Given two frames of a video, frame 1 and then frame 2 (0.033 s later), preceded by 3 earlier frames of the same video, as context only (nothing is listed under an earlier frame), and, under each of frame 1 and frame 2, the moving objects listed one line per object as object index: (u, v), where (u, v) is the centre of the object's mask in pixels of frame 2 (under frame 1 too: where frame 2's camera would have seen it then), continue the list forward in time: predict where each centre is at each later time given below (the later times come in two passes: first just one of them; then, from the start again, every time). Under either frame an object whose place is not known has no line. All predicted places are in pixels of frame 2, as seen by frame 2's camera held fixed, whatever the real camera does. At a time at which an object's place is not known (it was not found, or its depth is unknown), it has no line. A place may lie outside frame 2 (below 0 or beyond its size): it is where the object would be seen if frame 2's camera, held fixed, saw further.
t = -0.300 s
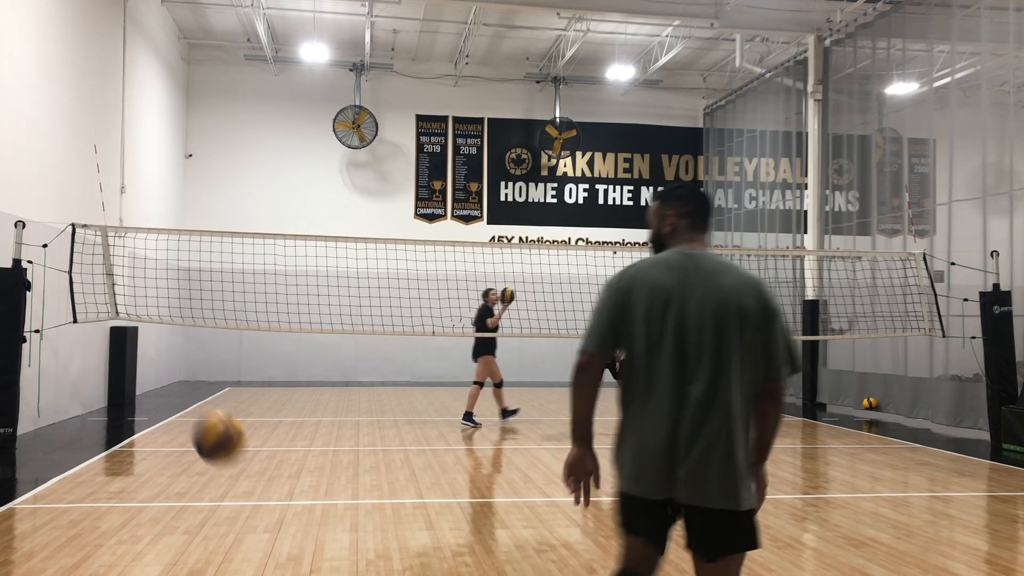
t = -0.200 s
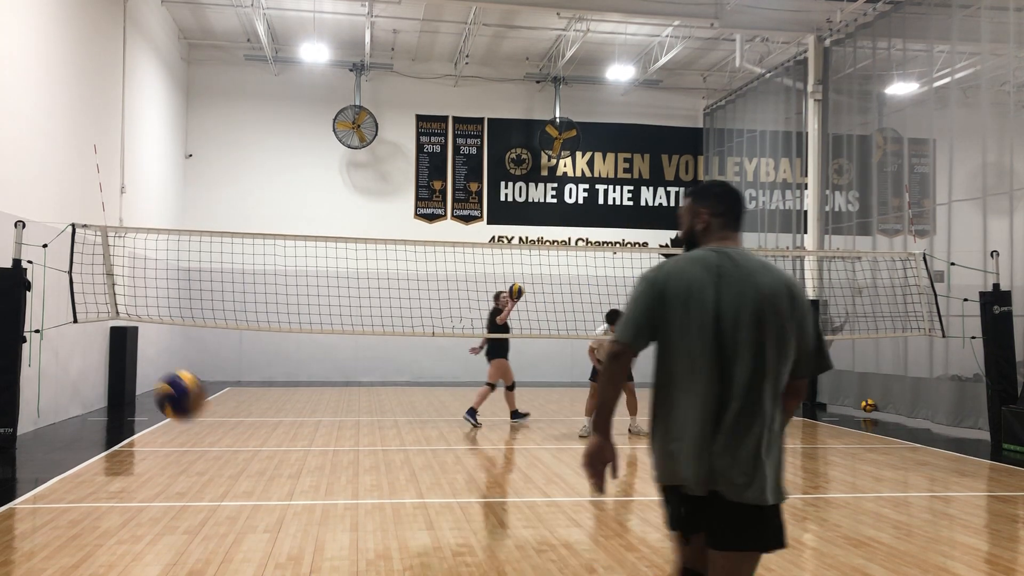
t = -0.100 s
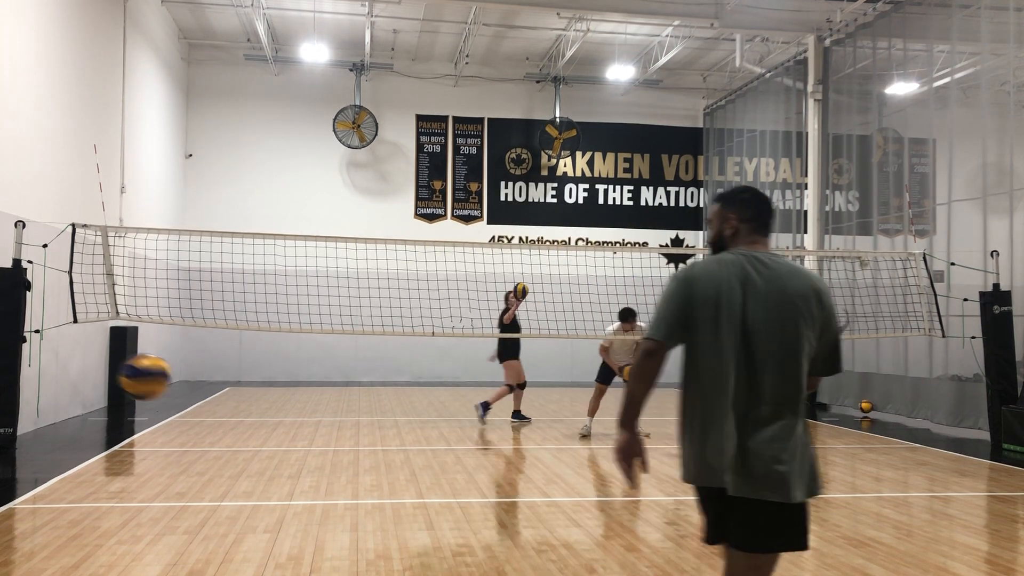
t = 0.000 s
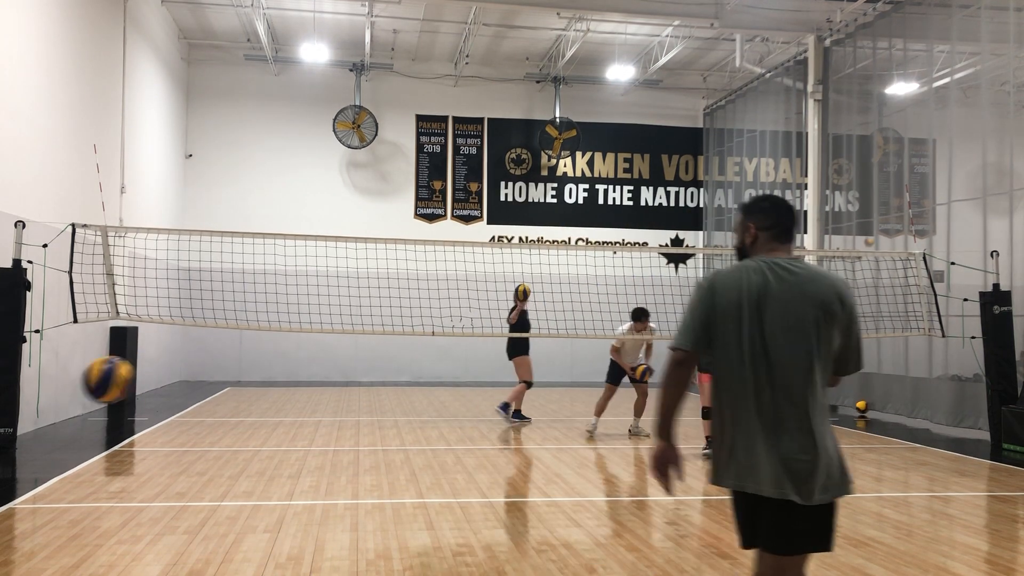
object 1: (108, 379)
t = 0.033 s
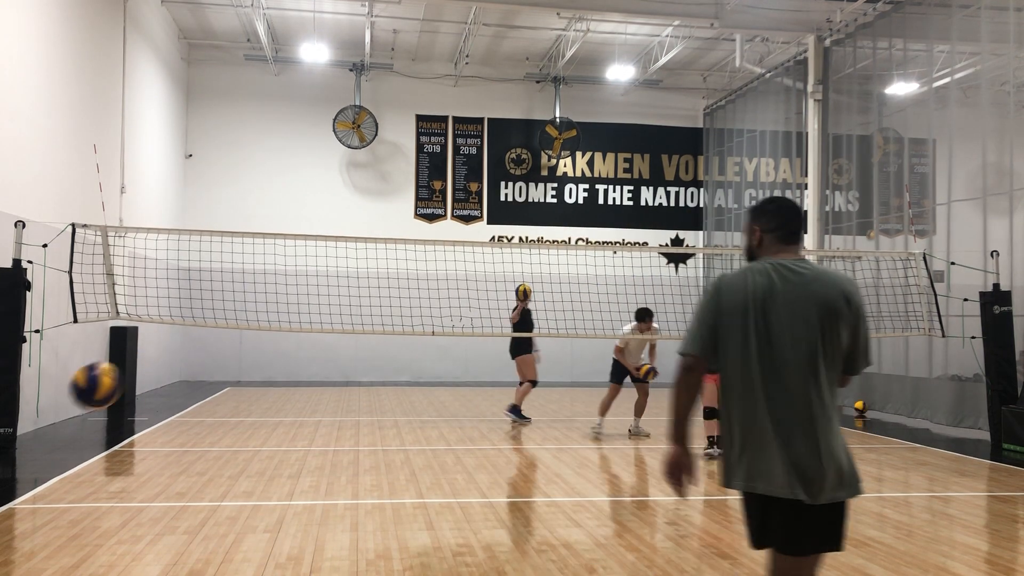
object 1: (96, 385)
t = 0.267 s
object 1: (19, 486)
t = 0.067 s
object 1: (84, 394)
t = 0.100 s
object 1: (73, 404)
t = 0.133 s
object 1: (62, 415)
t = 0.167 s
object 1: (49, 432)
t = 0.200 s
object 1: (37, 448)
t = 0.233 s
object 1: (26, 468)
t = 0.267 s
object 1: (19, 486)
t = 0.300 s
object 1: (12, 510)
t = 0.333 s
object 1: (7, 532)
